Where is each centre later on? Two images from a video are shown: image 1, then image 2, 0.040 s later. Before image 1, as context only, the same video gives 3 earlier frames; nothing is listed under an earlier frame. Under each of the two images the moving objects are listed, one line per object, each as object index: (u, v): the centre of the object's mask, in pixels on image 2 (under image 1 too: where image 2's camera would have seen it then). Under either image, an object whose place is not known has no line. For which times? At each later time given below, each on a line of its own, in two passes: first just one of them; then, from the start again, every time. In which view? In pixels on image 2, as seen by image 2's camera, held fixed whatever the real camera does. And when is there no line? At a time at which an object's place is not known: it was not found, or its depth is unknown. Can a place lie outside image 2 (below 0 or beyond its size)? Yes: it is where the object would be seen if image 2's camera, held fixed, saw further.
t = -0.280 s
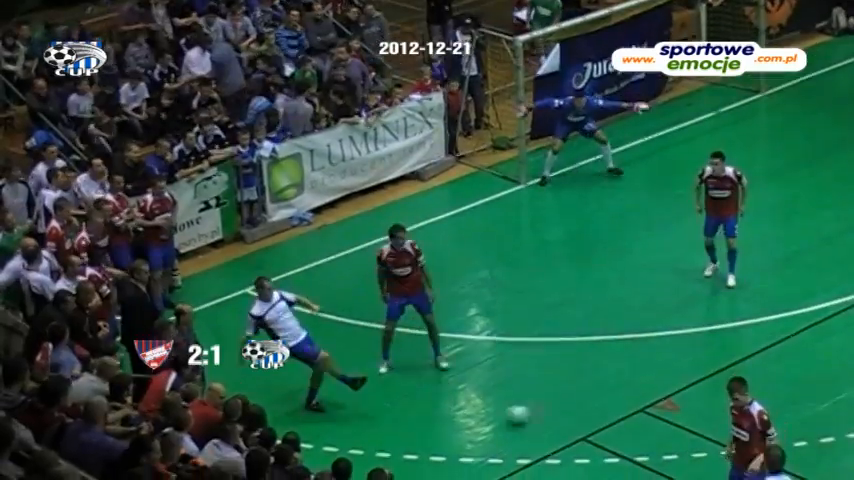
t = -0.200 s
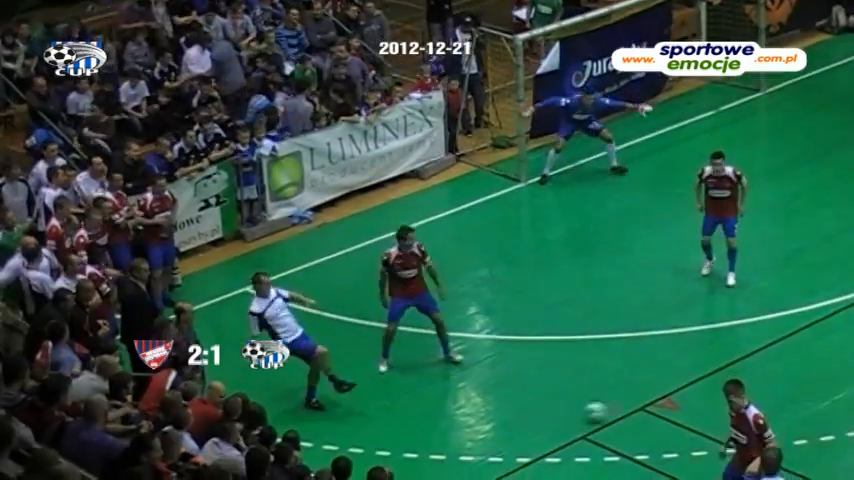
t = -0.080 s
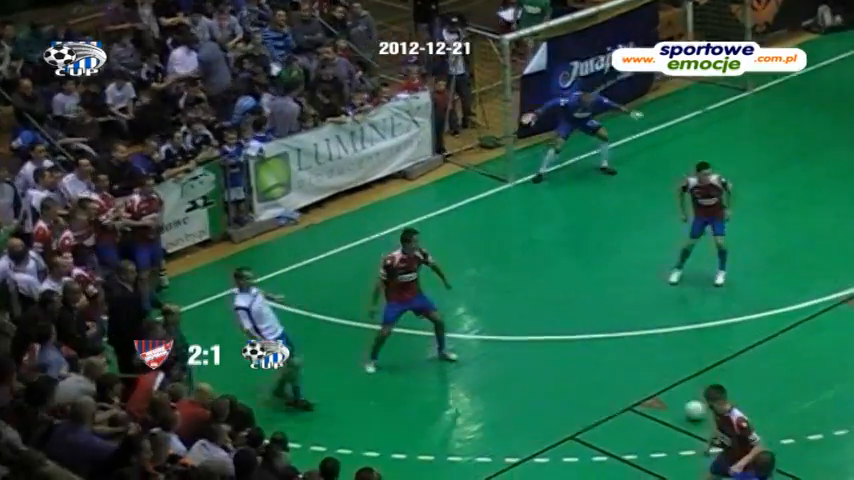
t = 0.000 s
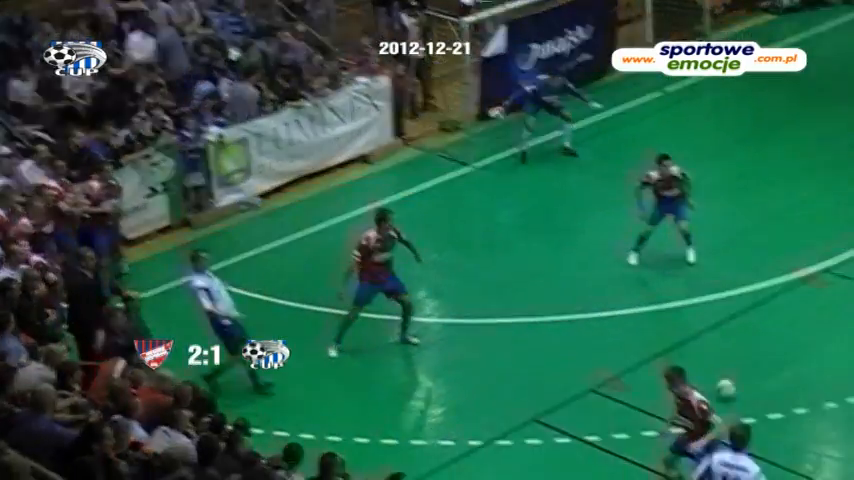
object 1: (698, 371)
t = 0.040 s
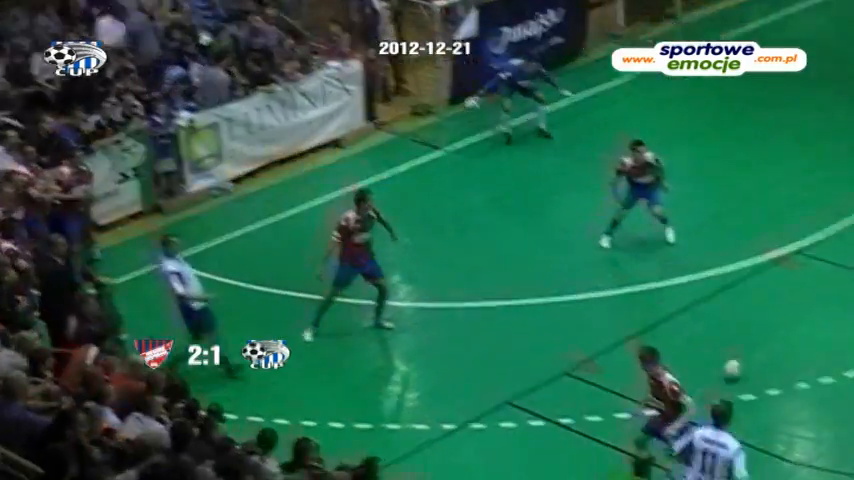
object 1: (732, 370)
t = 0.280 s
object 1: (918, 363)
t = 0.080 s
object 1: (765, 368)
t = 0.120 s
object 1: (797, 367)
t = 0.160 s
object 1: (828, 367)
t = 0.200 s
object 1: (858, 366)
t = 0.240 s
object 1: (889, 364)
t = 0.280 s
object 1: (918, 363)
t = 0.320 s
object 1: (945, 362)
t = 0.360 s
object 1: (973, 361)
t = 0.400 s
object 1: (1000, 359)
